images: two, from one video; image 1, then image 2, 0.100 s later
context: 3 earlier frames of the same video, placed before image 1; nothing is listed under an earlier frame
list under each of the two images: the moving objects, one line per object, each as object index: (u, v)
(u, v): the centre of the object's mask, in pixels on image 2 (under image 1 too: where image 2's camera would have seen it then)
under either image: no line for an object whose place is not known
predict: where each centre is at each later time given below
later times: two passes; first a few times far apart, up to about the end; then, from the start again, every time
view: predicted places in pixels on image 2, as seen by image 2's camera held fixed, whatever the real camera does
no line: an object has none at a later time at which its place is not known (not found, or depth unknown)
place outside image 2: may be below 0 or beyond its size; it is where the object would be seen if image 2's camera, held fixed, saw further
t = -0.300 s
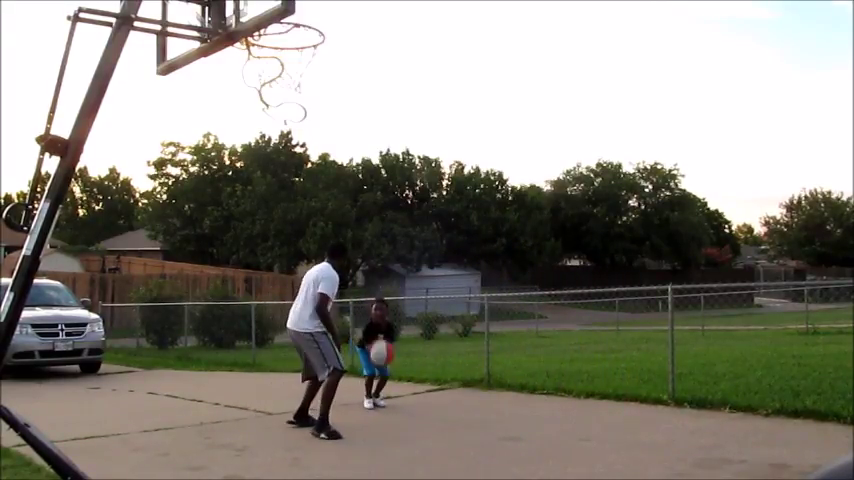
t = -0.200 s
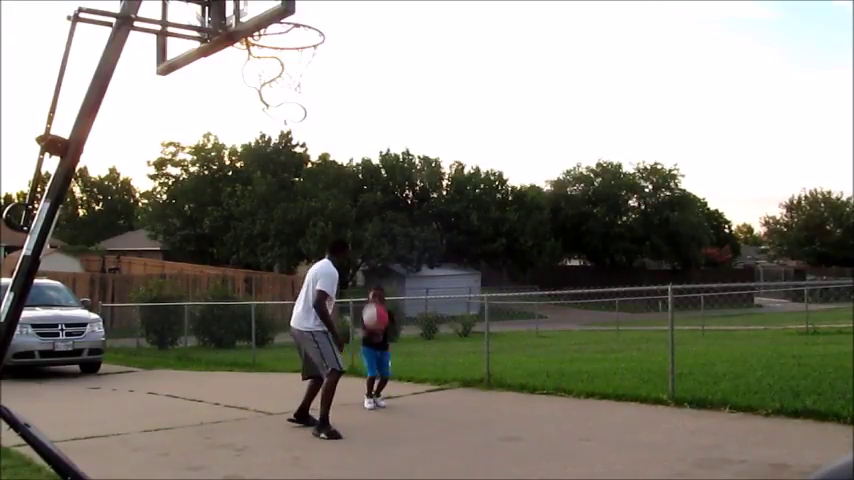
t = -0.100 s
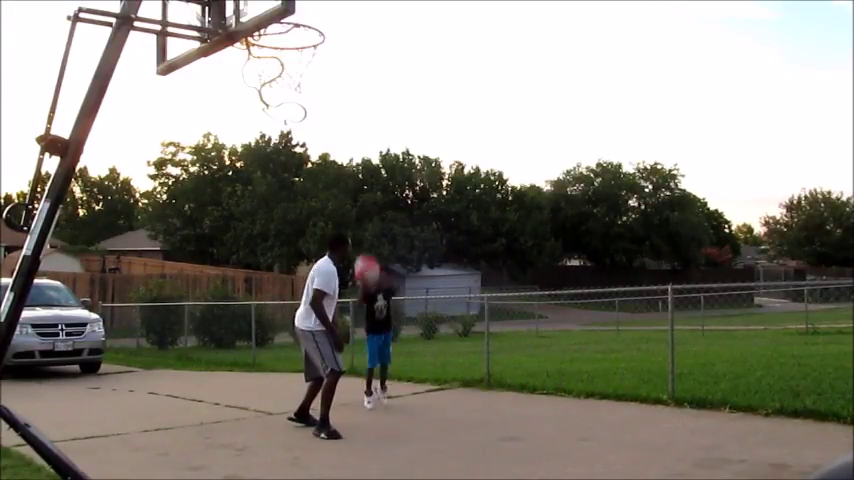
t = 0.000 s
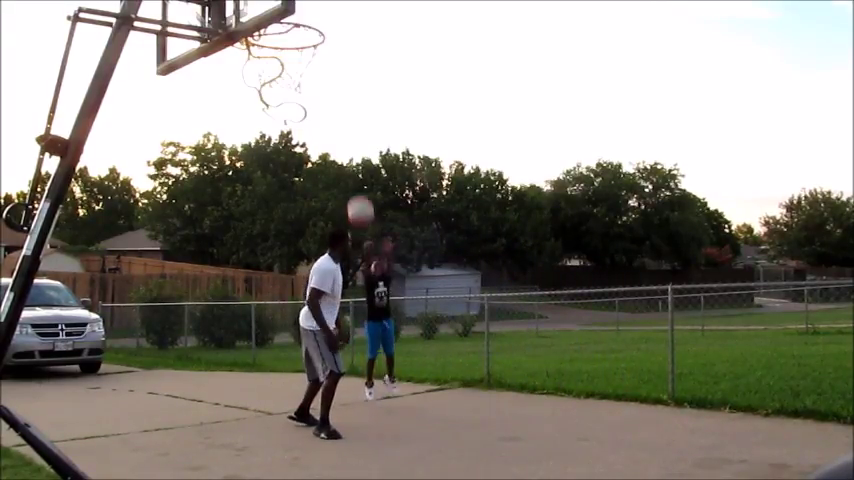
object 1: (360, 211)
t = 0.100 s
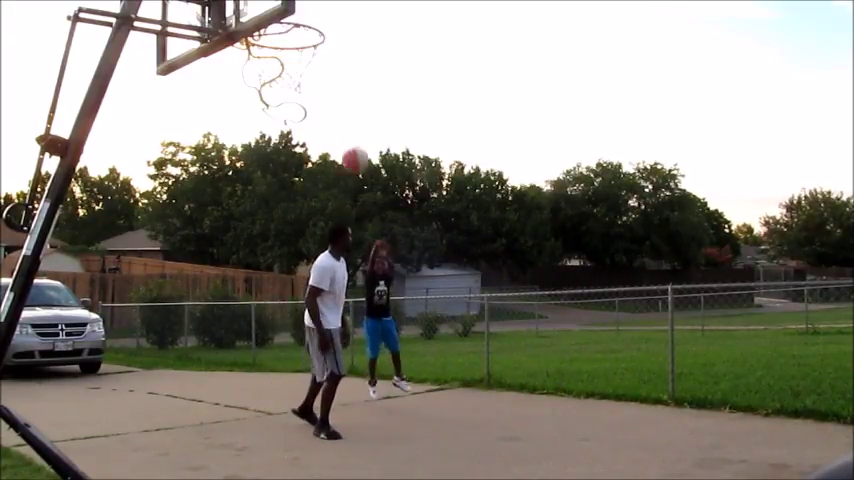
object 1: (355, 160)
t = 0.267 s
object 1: (343, 83)
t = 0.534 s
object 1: (321, 14)
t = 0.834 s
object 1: (285, 34)
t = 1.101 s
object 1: (301, 119)
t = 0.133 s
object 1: (352, 141)
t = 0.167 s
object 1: (350, 126)
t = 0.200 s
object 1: (348, 111)
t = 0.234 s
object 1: (346, 96)
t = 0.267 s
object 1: (343, 83)
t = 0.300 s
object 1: (341, 70)
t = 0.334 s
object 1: (339, 59)
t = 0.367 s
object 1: (336, 48)
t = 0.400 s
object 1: (334, 39)
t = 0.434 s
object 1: (331, 30)
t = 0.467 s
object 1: (327, 23)
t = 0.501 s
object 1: (325, 17)
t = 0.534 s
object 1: (321, 14)
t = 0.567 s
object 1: (318, 12)
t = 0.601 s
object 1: (315, 11)
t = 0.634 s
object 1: (311, 11)
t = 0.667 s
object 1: (309, 12)
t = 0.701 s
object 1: (305, 14)
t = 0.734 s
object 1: (301, 18)
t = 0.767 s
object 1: (296, 24)
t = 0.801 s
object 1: (291, 31)
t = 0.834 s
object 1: (285, 34)
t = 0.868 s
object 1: (279, 38)
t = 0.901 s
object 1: (273, 43)
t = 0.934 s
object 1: (276, 51)
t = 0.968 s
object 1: (282, 64)
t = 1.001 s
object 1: (288, 77)
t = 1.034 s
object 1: (293, 90)
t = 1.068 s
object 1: (297, 105)
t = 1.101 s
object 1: (301, 119)
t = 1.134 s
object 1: (305, 134)
